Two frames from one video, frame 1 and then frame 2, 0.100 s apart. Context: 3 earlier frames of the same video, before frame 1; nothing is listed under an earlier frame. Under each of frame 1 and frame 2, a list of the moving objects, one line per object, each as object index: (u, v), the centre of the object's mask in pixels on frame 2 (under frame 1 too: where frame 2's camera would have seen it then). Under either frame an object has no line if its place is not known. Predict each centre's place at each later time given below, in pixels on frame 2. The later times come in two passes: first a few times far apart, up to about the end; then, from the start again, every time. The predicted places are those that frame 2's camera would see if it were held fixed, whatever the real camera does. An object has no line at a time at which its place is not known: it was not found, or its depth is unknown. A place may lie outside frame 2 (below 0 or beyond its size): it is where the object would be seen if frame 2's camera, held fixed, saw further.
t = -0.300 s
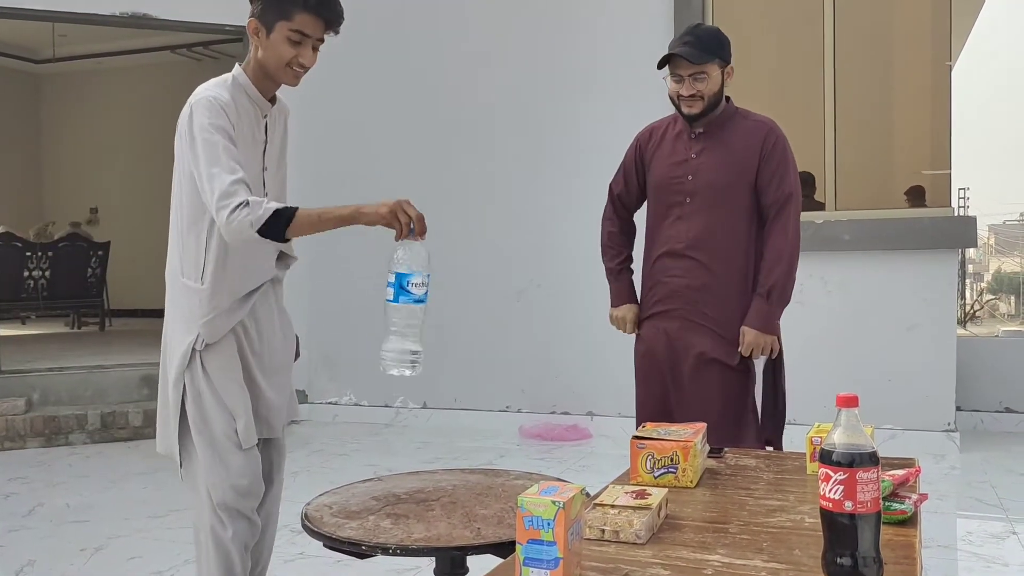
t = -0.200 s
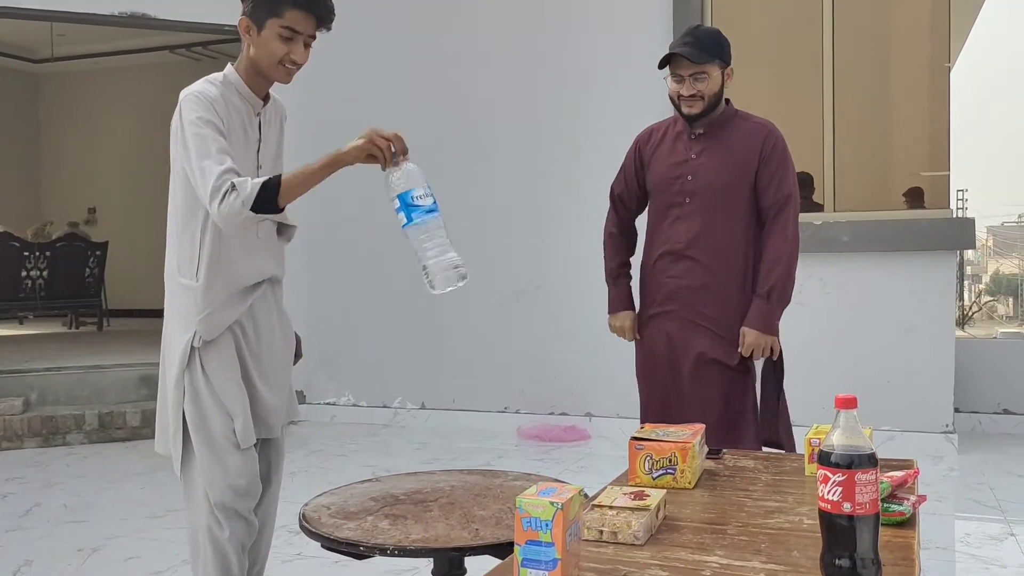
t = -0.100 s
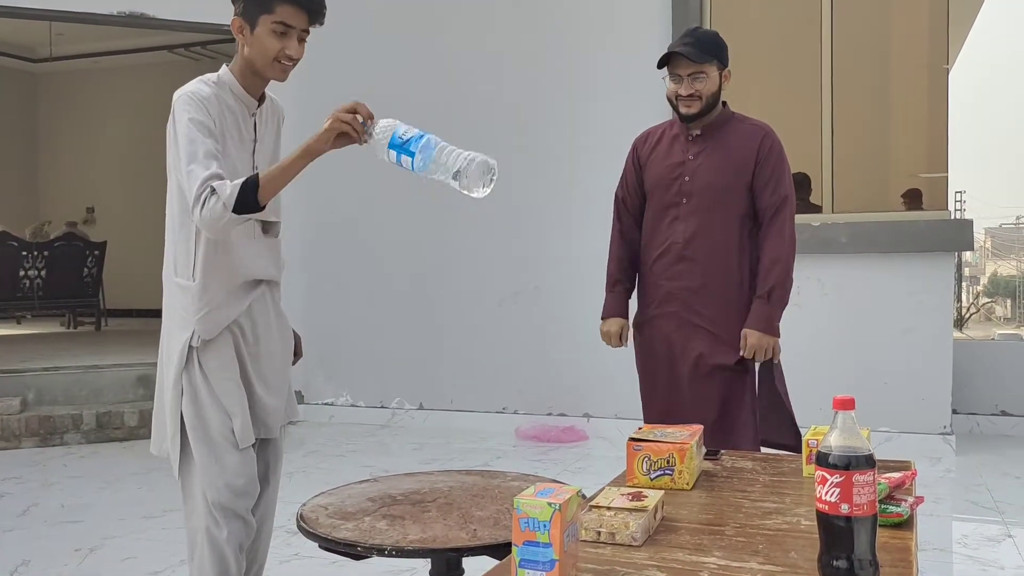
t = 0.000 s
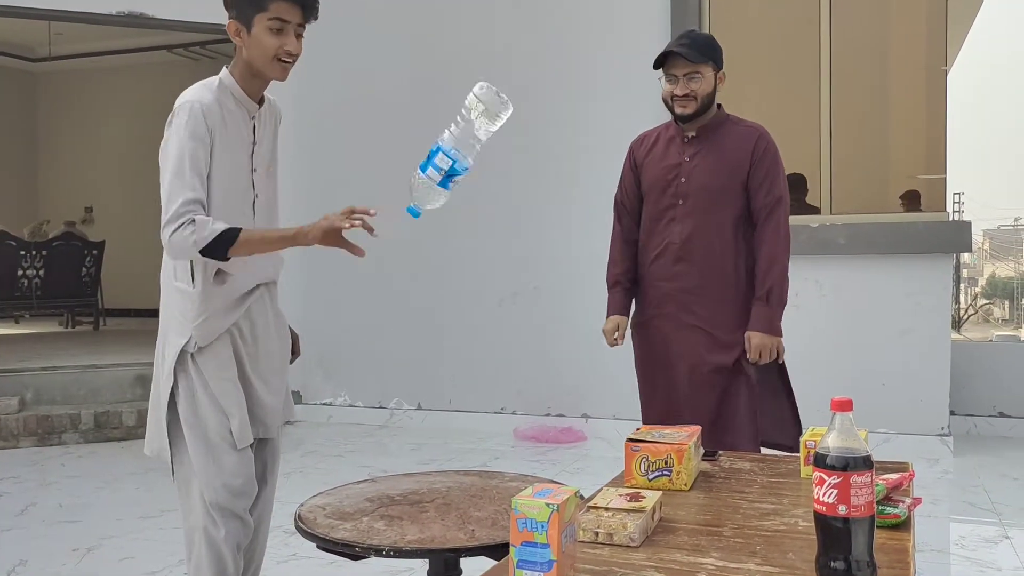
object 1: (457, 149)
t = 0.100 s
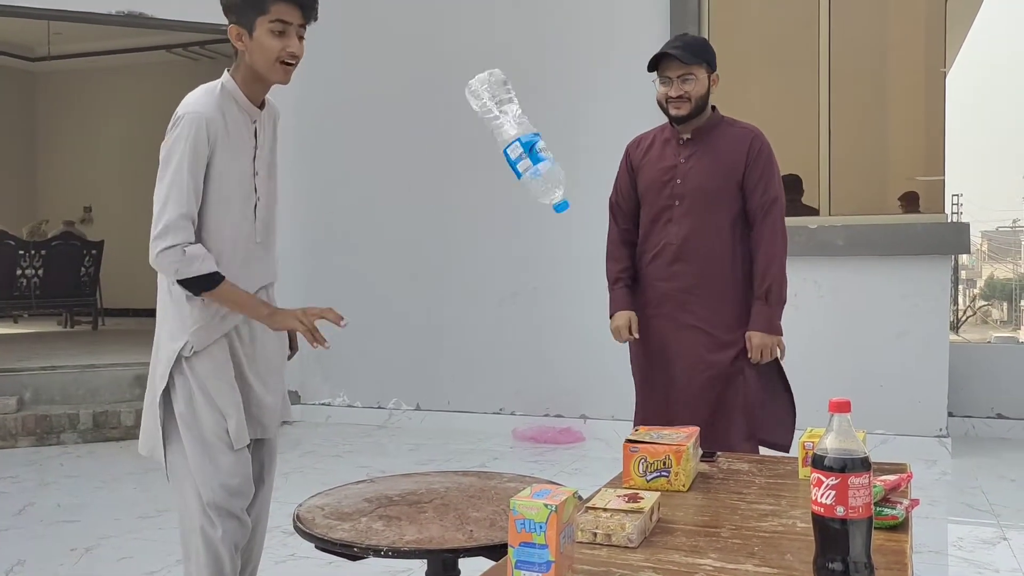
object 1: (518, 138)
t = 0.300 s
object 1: (551, 198)
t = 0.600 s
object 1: (545, 425)
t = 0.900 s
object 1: (551, 425)
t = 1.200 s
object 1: (551, 426)
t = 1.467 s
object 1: (551, 430)
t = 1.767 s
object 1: (552, 427)
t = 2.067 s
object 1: (552, 421)
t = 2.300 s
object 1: (552, 421)
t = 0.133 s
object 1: (534, 133)
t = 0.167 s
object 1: (544, 130)
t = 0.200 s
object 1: (550, 134)
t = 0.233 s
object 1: (552, 145)
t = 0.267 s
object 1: (552, 167)
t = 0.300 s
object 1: (551, 198)
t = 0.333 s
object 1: (551, 237)
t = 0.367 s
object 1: (551, 285)
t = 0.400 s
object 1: (552, 339)
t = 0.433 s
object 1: (554, 397)
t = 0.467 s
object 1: (553, 426)
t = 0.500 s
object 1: (552, 426)
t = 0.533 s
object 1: (548, 425)
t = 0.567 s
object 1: (546, 425)
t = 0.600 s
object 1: (545, 425)
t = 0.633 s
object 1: (545, 425)
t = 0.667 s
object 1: (547, 425)
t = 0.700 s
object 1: (550, 426)
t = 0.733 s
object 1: (551, 425)
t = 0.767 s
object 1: (550, 425)
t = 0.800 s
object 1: (551, 425)
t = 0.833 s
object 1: (551, 425)
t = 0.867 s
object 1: (551, 425)
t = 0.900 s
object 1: (551, 425)
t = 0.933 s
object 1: (551, 425)
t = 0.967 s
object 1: (551, 425)
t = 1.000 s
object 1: (551, 425)
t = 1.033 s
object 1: (551, 425)
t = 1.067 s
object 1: (551, 425)
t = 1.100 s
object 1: (551, 425)
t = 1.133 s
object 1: (551, 426)
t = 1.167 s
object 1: (551, 426)
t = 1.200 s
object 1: (551, 426)
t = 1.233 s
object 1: (551, 427)
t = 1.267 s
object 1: (551, 427)
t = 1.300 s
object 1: (551, 427)
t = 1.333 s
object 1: (551, 428)
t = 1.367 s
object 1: (551, 428)
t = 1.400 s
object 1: (551, 429)
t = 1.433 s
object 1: (551, 430)
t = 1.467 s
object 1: (551, 430)
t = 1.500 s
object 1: (551, 431)
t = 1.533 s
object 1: (551, 432)
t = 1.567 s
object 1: (551, 432)
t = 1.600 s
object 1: (551, 432)
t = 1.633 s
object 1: (551, 432)
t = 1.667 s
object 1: (551, 433)
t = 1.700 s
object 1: (552, 430)
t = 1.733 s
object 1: (552, 429)
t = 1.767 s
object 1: (552, 427)
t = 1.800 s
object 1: (552, 425)
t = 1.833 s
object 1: (552, 424)
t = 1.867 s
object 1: (552, 423)
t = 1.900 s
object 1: (552, 422)
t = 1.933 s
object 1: (552, 422)
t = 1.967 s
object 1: (552, 421)
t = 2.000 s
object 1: (552, 421)
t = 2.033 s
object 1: (552, 421)
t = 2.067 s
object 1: (552, 421)
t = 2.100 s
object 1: (552, 421)
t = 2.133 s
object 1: (552, 420)
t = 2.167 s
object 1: (552, 420)
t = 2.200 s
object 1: (552, 420)
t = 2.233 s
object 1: (552, 421)
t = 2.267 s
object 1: (552, 421)
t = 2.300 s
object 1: (552, 421)
